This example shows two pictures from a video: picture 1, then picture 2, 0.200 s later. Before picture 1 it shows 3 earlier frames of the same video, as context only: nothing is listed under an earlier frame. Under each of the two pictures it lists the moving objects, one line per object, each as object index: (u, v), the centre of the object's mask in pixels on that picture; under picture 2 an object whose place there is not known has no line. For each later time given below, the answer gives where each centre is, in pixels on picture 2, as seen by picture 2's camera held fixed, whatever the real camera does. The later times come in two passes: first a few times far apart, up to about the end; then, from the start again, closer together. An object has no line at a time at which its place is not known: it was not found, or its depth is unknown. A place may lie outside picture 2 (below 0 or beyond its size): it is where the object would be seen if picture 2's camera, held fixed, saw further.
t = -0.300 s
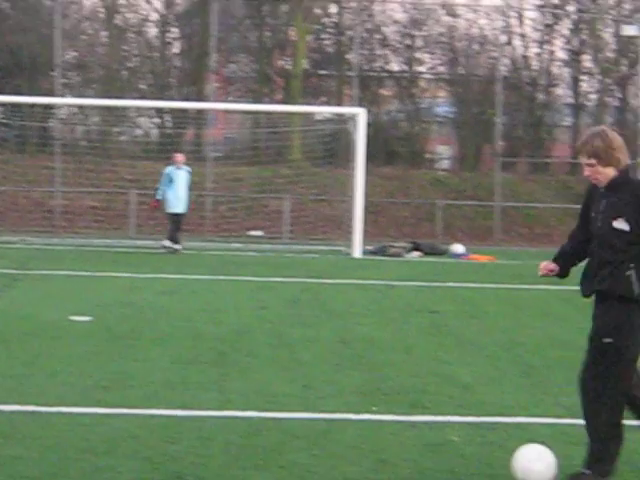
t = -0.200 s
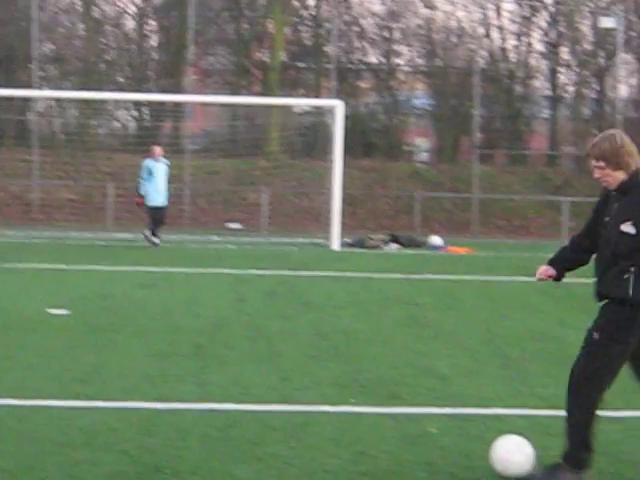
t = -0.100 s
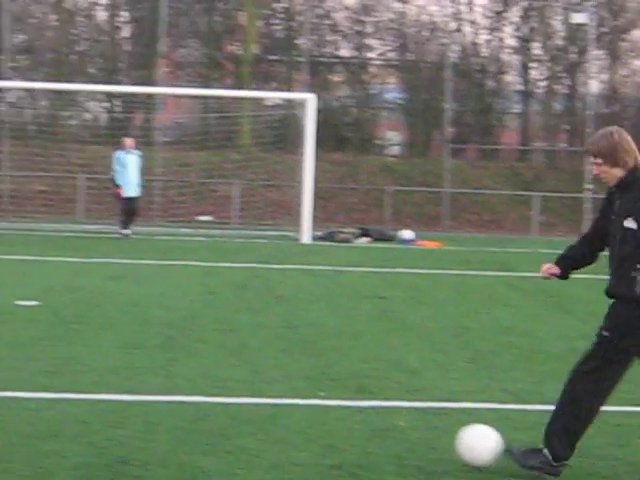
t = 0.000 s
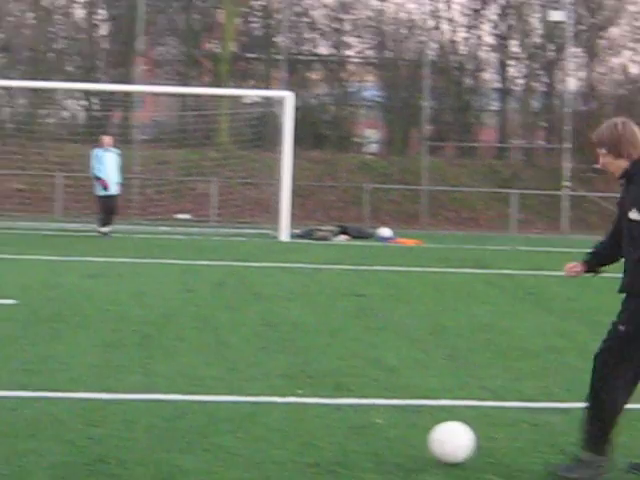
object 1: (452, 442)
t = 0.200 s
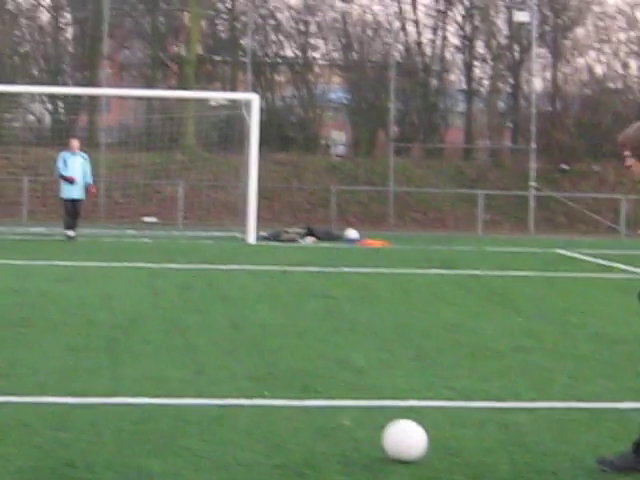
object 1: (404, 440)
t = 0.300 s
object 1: (399, 438)
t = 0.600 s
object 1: (381, 434)
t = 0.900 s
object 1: (369, 429)
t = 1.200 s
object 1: (361, 426)
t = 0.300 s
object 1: (399, 438)
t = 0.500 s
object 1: (387, 435)
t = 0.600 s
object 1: (381, 434)
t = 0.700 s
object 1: (376, 432)
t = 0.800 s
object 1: (372, 430)
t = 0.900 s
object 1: (369, 429)
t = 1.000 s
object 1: (365, 428)
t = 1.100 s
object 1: (363, 427)
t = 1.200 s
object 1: (361, 426)
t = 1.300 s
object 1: (358, 425)
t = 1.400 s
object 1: (356, 423)
